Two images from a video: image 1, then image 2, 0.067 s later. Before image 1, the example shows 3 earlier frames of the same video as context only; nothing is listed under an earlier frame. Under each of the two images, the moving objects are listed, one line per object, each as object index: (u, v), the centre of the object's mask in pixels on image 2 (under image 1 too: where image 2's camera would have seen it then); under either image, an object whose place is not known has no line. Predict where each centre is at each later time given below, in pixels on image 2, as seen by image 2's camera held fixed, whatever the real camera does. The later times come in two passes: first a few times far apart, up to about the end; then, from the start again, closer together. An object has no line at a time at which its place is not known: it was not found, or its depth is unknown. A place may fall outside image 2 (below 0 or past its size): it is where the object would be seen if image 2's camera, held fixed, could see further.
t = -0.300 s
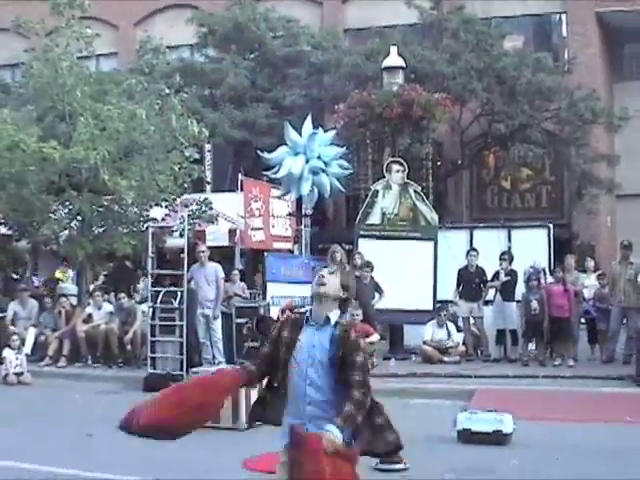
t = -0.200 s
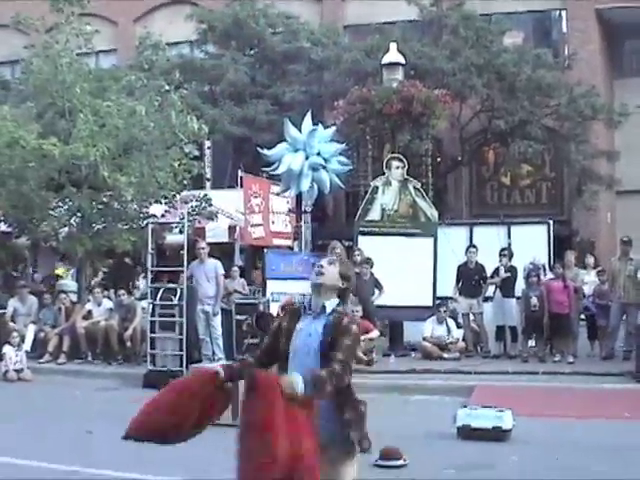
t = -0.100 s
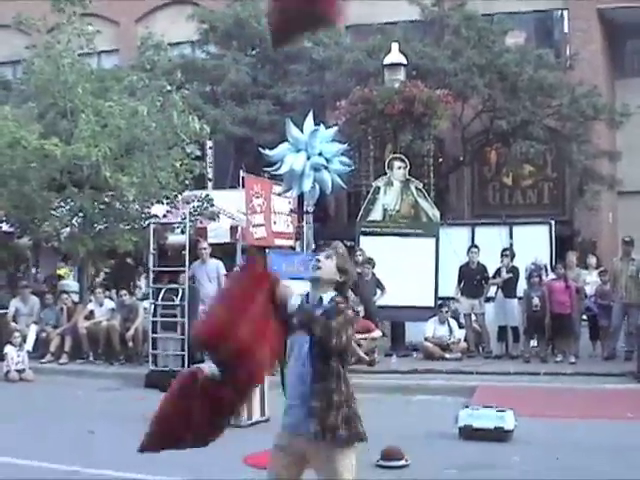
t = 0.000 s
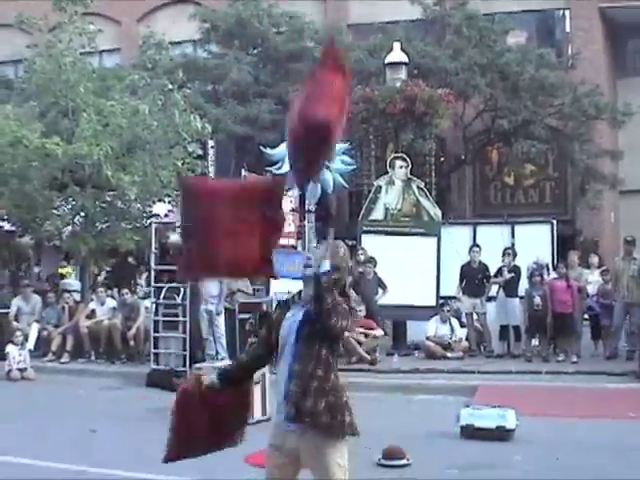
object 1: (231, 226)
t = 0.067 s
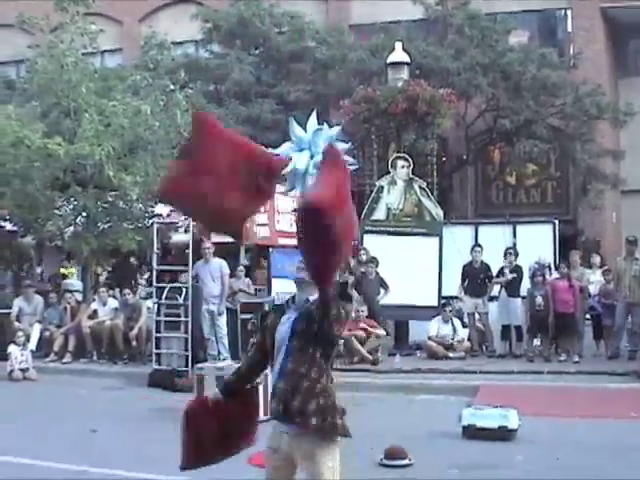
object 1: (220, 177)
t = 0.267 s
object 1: (189, 87)
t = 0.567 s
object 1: (156, 105)
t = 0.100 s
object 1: (213, 156)
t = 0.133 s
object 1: (208, 137)
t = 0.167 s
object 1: (203, 122)
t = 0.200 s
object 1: (198, 108)
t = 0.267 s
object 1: (189, 87)
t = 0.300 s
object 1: (185, 81)
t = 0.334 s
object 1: (181, 77)
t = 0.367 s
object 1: (176, 75)
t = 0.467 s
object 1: (165, 82)
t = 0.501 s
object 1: (163, 88)
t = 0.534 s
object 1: (160, 96)
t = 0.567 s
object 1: (156, 105)
